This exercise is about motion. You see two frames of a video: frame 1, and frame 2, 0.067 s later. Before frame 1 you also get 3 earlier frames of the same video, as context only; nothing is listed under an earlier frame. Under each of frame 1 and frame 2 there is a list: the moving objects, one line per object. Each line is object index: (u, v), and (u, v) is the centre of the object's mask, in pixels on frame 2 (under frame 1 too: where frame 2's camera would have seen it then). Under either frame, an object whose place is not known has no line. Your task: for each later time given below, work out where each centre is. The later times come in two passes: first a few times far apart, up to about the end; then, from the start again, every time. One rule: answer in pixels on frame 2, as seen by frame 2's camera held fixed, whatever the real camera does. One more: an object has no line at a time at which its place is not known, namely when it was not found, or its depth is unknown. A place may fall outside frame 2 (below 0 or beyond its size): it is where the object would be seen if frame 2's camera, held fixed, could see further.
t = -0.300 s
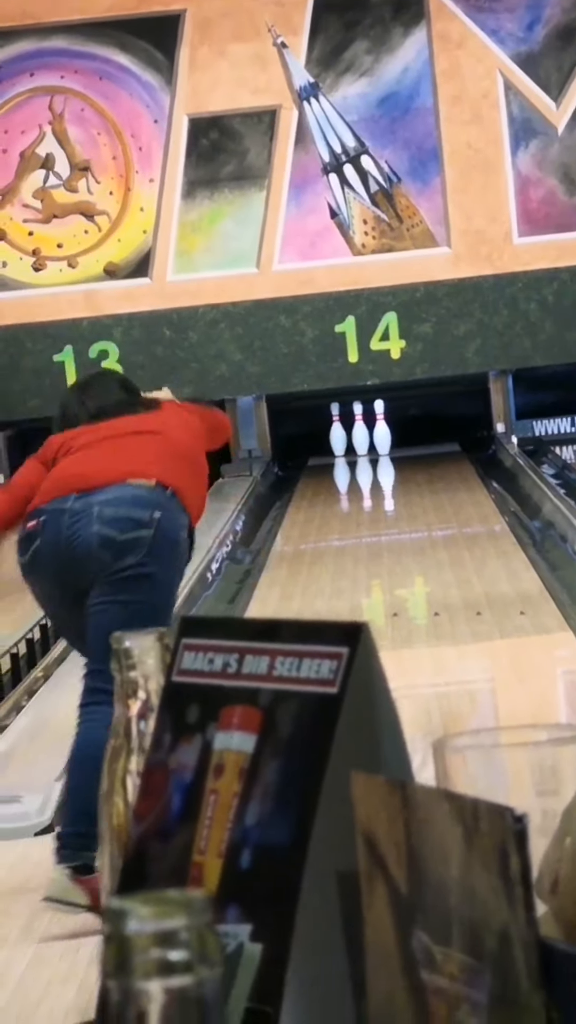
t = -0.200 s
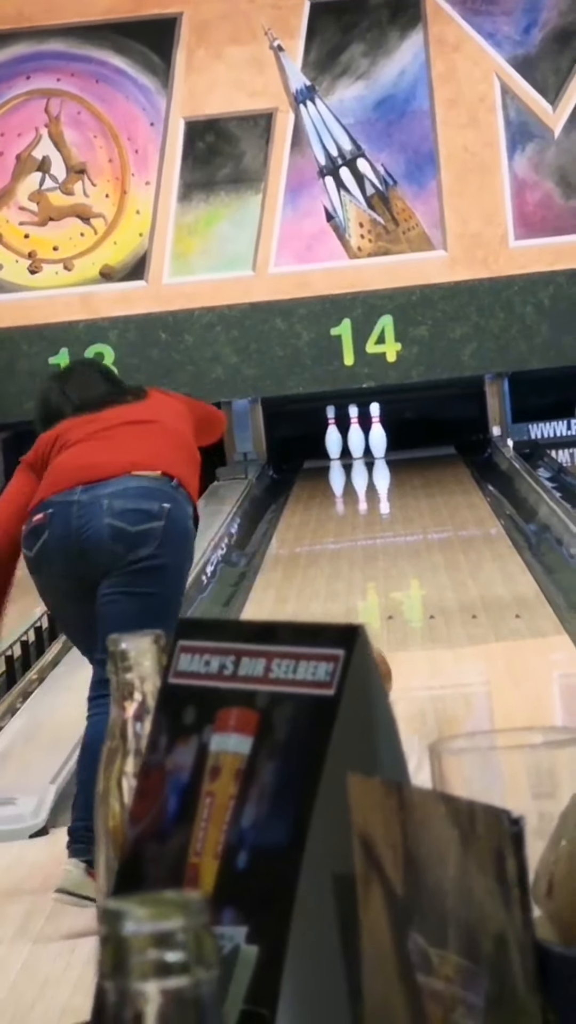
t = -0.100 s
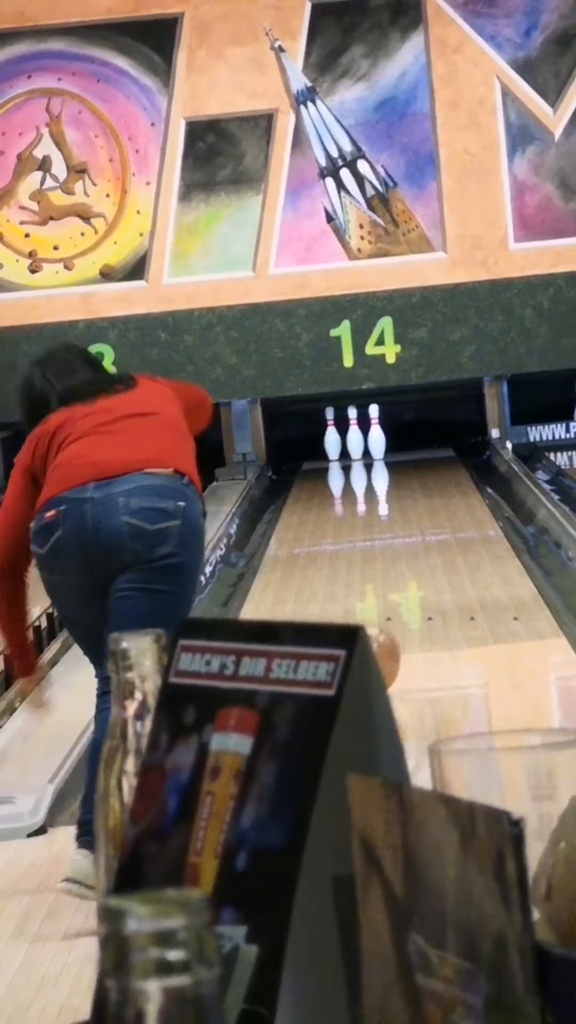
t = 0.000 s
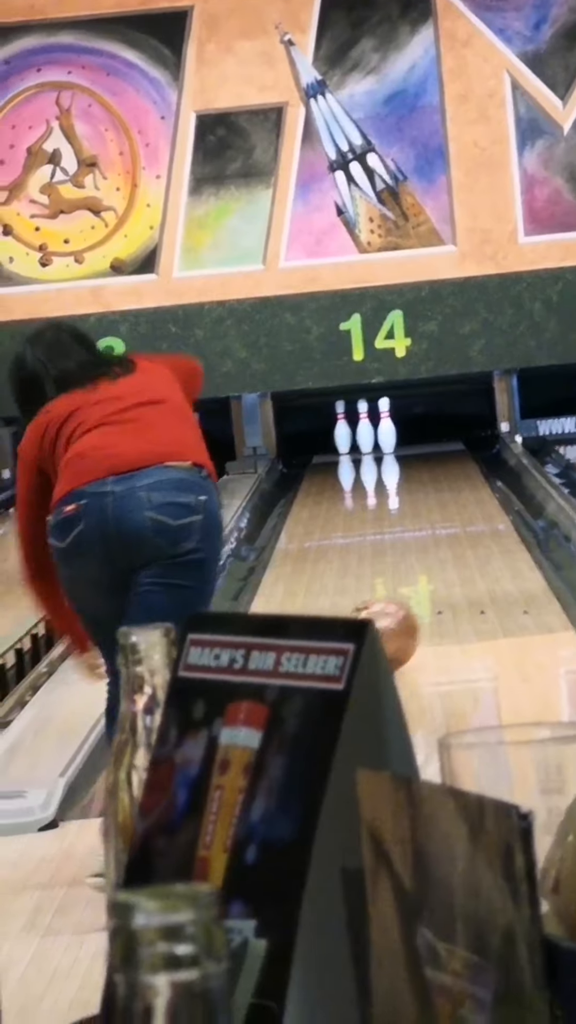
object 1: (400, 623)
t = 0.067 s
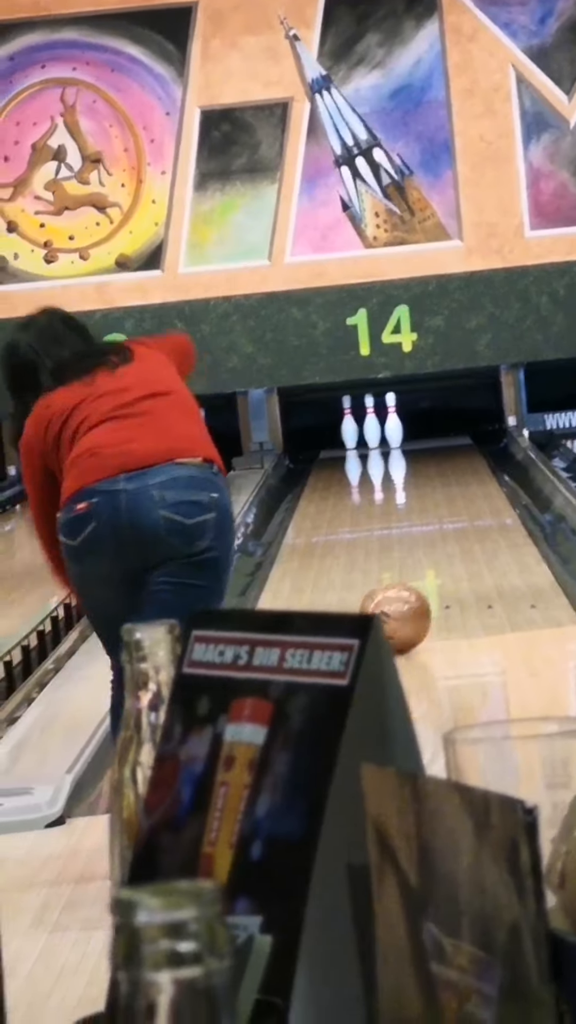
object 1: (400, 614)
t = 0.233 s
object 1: (409, 591)
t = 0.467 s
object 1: (426, 561)
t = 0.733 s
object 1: (440, 532)
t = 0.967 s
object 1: (450, 513)
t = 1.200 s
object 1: (460, 495)
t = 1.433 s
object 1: (464, 481)
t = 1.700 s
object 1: (471, 467)
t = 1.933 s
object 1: (474, 457)
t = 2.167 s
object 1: (475, 448)
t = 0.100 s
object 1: (401, 611)
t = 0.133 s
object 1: (403, 606)
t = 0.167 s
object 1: (404, 601)
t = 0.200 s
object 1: (407, 596)
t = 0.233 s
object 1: (409, 591)
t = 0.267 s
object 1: (412, 587)
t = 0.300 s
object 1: (415, 583)
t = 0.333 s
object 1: (417, 578)
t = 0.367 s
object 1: (419, 574)
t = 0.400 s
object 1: (422, 570)
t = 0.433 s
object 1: (424, 565)
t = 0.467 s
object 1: (426, 561)
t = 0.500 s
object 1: (428, 557)
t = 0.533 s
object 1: (430, 554)
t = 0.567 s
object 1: (432, 551)
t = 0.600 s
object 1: (434, 547)
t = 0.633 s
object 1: (435, 543)
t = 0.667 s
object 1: (437, 539)
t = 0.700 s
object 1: (438, 535)
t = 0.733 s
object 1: (440, 532)
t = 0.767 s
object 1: (441, 529)
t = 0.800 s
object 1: (443, 526)
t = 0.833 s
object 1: (444, 523)
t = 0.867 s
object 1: (446, 521)
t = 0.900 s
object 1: (447, 518)
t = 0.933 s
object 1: (449, 516)
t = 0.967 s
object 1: (450, 513)
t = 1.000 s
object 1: (452, 510)
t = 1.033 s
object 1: (453, 508)
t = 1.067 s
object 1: (455, 505)
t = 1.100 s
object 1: (456, 502)
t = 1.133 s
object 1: (457, 500)
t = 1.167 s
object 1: (458, 497)
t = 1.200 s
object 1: (460, 495)
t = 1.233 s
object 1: (460, 492)
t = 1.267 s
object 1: (461, 490)
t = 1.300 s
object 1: (462, 488)
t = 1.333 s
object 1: (462, 487)
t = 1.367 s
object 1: (463, 484)
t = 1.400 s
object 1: (464, 483)
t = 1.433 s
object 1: (464, 481)
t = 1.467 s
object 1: (465, 479)
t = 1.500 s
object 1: (466, 477)
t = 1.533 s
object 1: (467, 475)
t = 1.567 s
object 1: (468, 474)
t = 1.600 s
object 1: (468, 472)
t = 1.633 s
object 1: (469, 470)
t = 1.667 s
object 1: (470, 469)
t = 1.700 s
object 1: (471, 467)
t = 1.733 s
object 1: (471, 465)
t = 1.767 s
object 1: (472, 463)
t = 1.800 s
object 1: (473, 462)
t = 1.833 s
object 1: (473, 461)
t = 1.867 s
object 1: (473, 460)
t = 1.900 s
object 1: (474, 458)
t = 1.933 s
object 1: (474, 457)
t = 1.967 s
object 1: (475, 455)
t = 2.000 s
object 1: (475, 454)
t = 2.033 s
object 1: (474, 453)
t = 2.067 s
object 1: (474, 452)
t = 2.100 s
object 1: (475, 450)
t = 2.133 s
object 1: (475, 449)
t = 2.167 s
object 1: (475, 448)
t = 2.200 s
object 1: (475, 447)
